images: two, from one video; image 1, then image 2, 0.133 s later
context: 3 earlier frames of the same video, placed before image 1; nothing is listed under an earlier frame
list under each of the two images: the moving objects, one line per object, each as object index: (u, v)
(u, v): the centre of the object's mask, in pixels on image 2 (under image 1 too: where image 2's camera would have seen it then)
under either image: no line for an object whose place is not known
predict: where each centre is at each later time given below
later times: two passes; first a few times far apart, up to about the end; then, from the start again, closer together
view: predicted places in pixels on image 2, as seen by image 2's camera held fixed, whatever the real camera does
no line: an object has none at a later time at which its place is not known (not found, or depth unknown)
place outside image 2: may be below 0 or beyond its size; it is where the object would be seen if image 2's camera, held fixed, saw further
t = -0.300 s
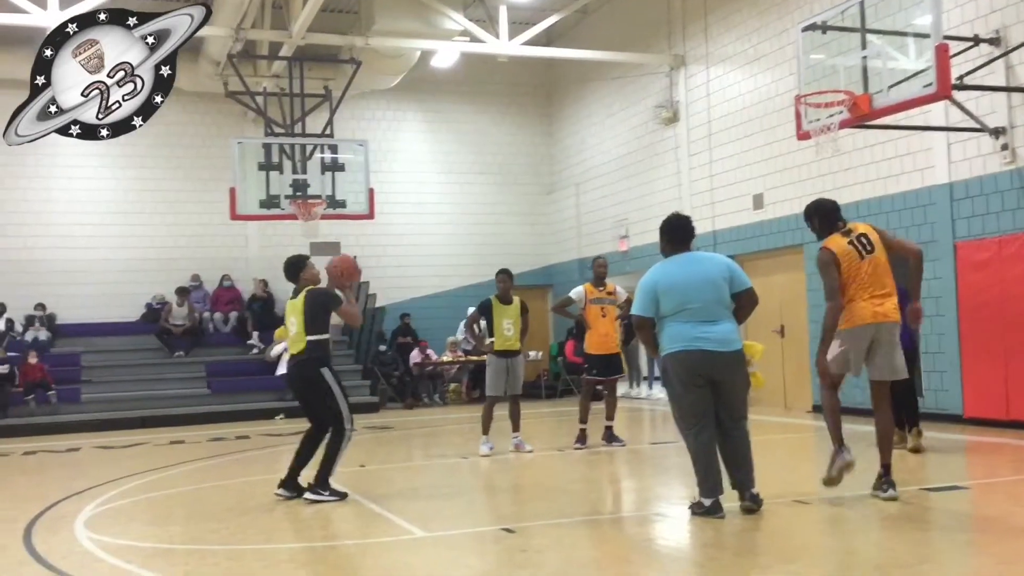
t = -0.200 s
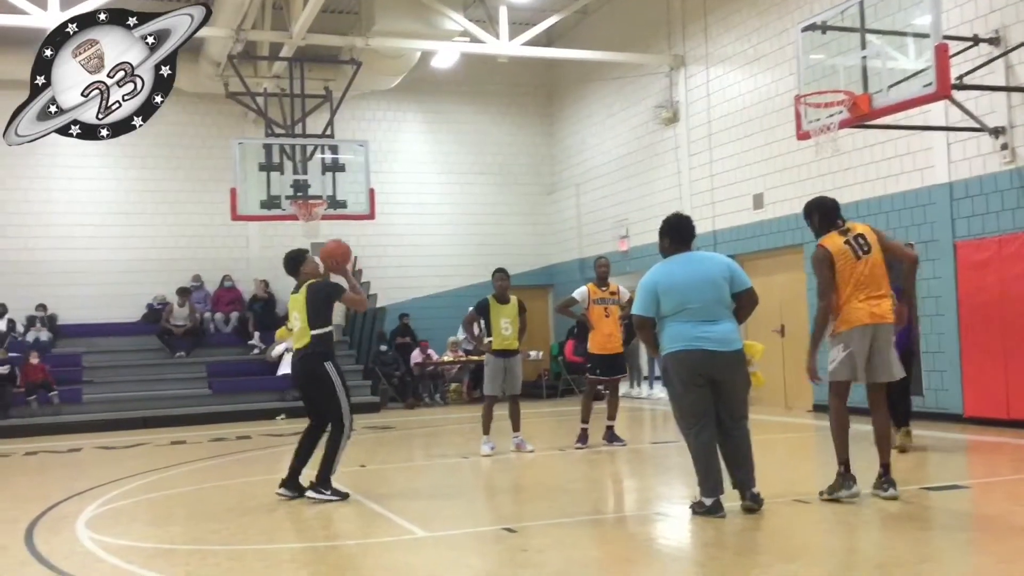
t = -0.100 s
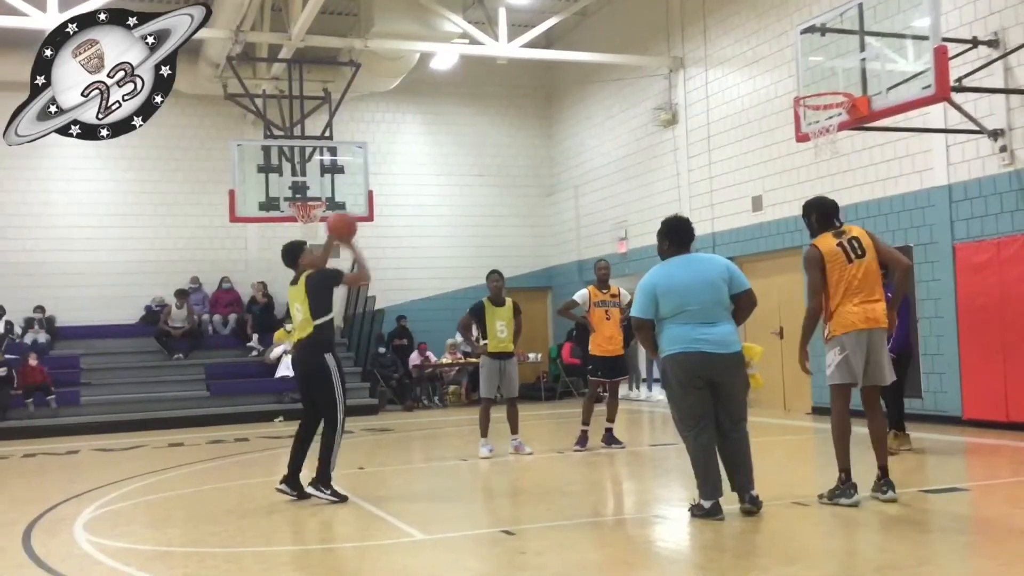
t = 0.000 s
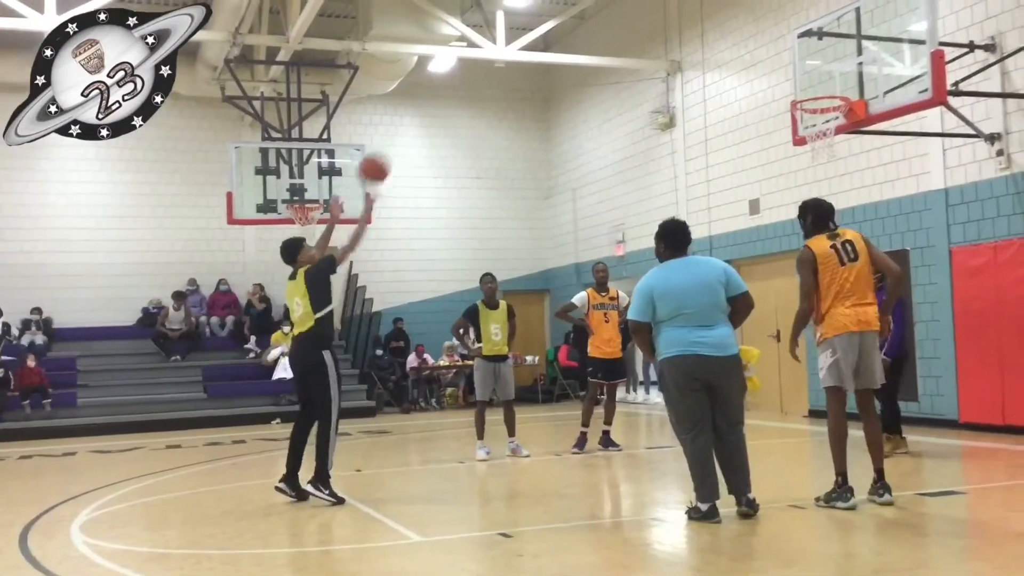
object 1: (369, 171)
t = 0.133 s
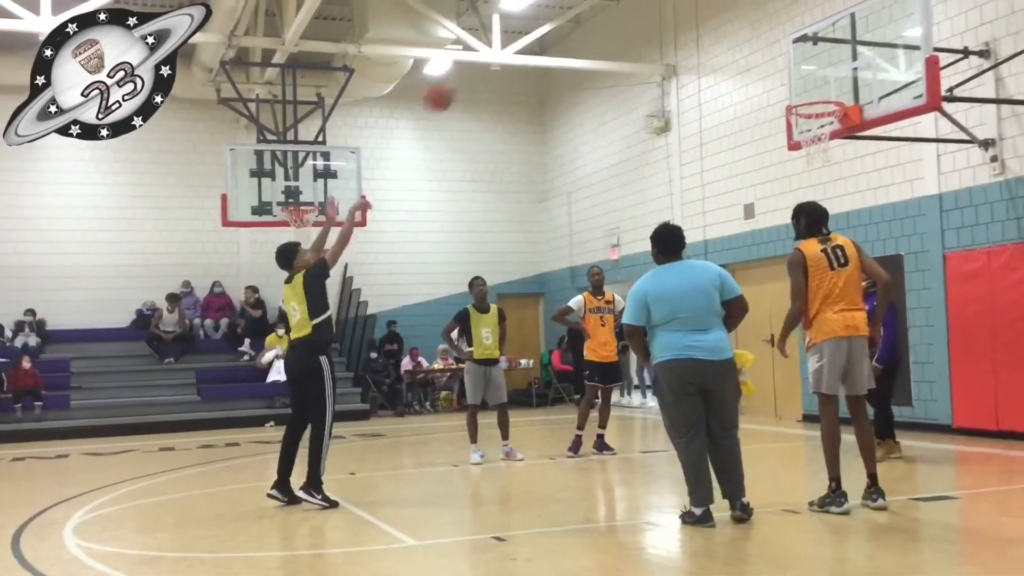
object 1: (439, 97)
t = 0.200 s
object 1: (471, 70)
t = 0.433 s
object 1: (584, 11)
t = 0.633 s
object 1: (679, 11)
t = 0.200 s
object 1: (471, 70)
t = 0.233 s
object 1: (488, 56)
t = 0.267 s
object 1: (505, 44)
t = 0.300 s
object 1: (519, 35)
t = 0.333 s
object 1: (538, 28)
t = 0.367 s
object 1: (554, 20)
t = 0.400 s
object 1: (568, 14)
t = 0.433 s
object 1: (584, 11)
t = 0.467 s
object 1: (600, 9)
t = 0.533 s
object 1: (631, 8)
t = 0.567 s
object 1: (647, 8)
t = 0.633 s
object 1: (679, 11)
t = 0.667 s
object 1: (693, 15)
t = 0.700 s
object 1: (706, 21)
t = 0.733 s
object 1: (721, 28)
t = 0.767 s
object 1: (736, 37)
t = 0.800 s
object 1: (751, 46)
